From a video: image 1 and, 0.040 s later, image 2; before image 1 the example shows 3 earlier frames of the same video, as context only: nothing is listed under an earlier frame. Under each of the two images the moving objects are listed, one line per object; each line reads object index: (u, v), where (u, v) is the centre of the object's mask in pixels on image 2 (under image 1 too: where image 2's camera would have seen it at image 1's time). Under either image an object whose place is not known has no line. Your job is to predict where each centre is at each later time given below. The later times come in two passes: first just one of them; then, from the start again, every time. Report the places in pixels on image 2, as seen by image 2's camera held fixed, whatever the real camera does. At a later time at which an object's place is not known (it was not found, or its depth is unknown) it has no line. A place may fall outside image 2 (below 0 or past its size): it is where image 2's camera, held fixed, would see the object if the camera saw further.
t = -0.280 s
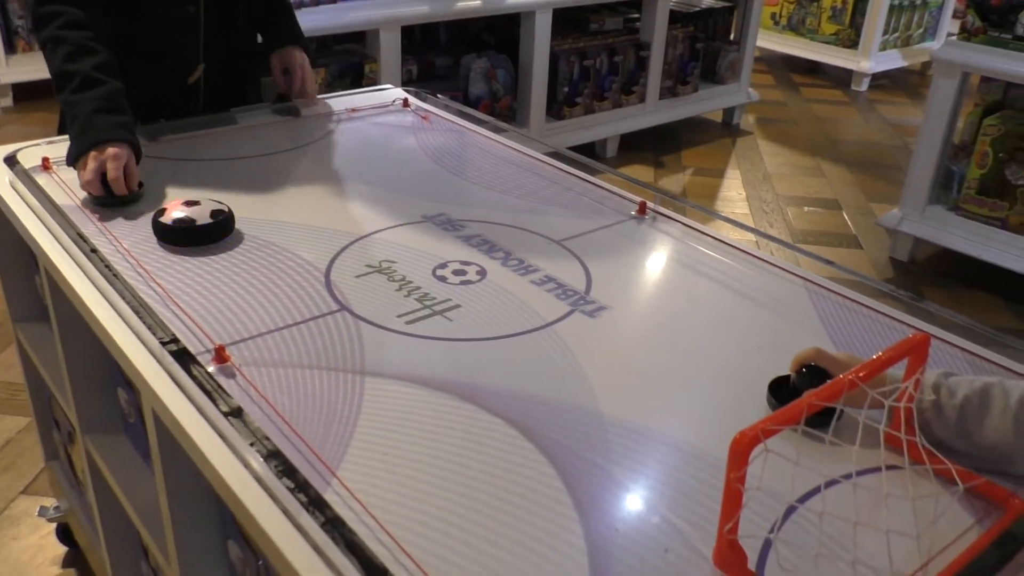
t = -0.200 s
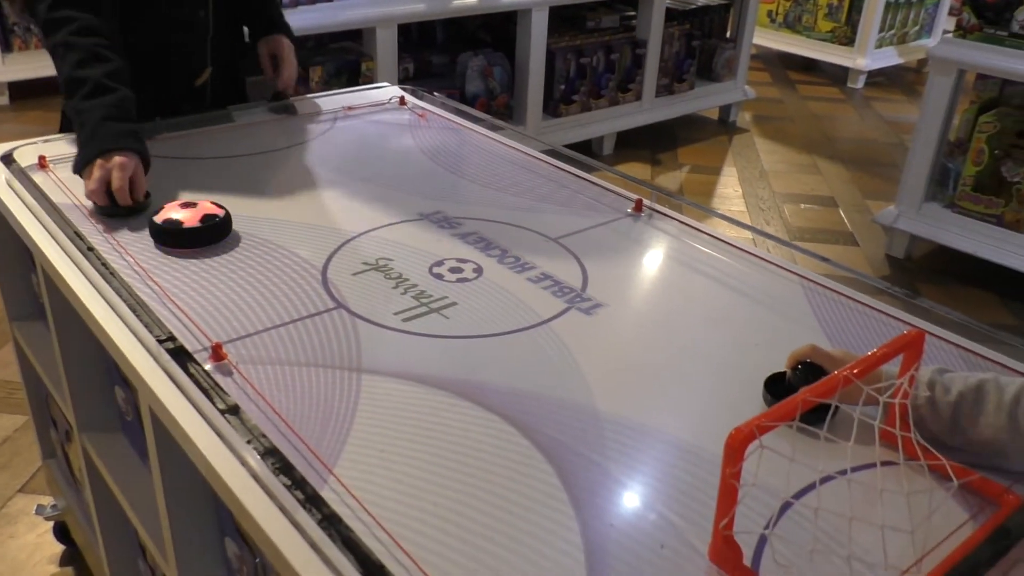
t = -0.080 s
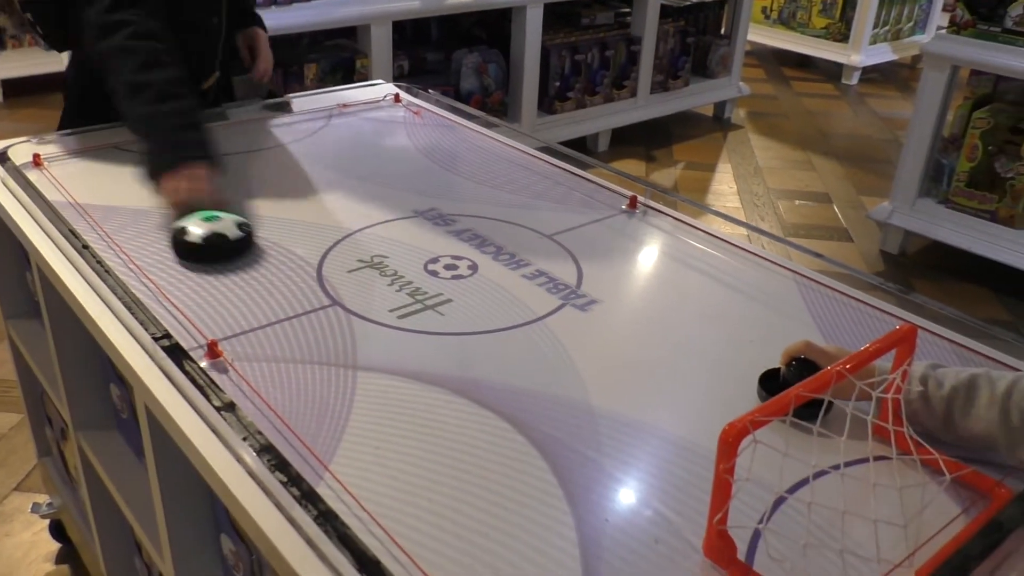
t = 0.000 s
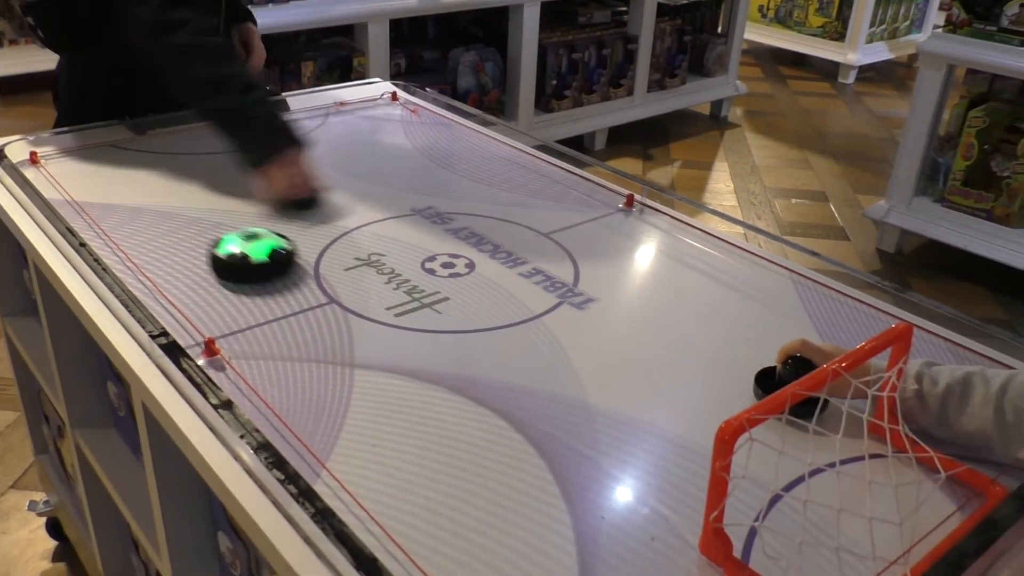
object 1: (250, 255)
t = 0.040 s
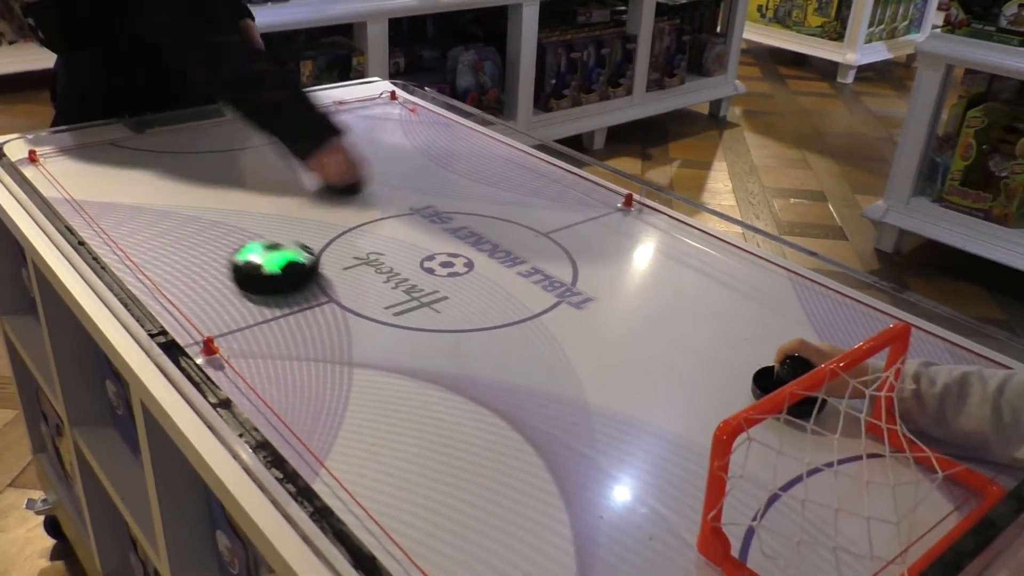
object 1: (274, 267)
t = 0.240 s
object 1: (403, 332)
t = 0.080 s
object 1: (298, 281)
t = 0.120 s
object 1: (323, 291)
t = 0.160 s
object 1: (348, 304)
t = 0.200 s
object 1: (375, 318)
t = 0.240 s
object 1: (403, 332)
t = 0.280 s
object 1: (433, 349)
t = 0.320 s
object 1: (465, 366)
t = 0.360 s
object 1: (496, 381)
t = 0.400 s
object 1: (529, 399)
